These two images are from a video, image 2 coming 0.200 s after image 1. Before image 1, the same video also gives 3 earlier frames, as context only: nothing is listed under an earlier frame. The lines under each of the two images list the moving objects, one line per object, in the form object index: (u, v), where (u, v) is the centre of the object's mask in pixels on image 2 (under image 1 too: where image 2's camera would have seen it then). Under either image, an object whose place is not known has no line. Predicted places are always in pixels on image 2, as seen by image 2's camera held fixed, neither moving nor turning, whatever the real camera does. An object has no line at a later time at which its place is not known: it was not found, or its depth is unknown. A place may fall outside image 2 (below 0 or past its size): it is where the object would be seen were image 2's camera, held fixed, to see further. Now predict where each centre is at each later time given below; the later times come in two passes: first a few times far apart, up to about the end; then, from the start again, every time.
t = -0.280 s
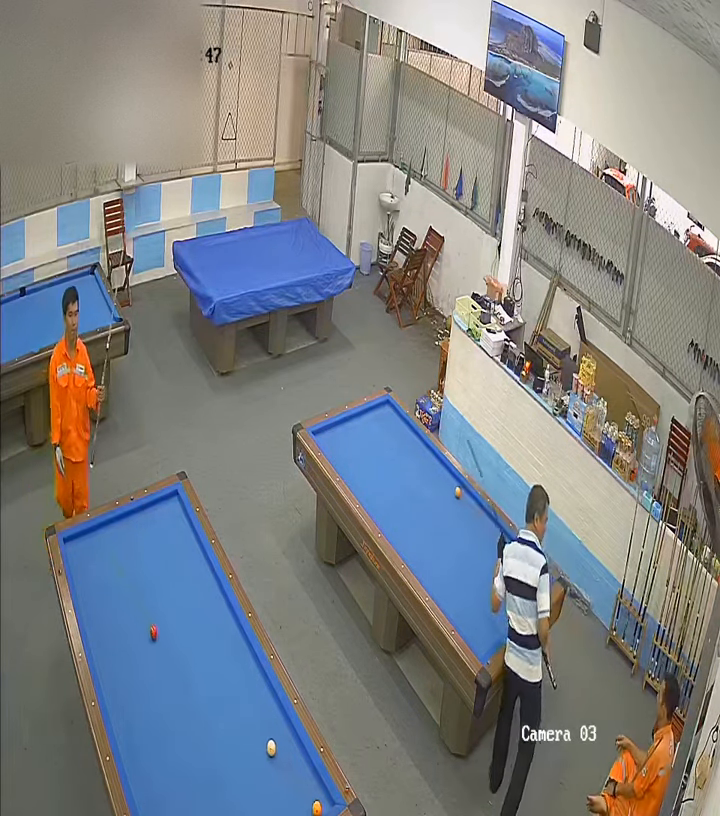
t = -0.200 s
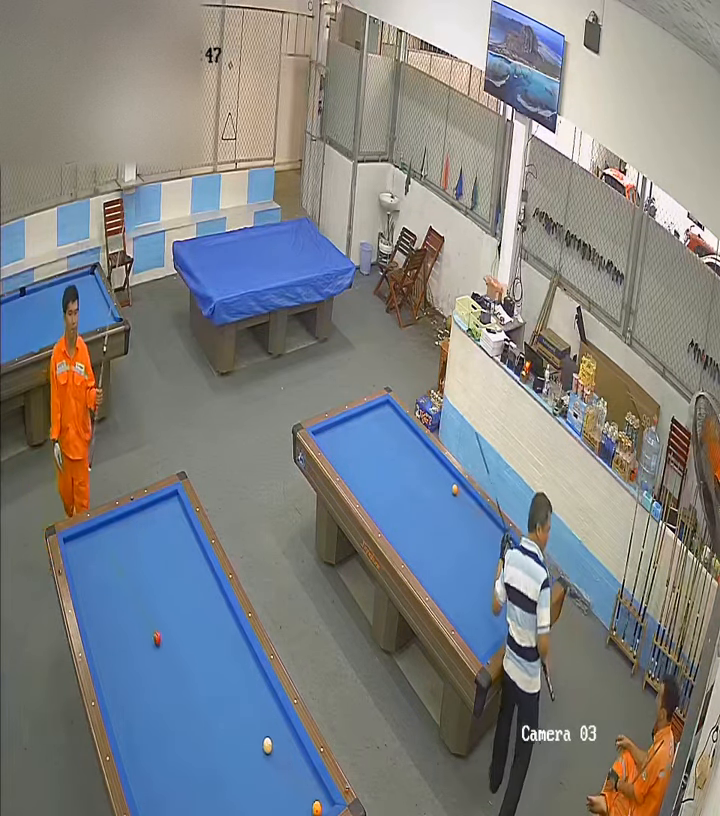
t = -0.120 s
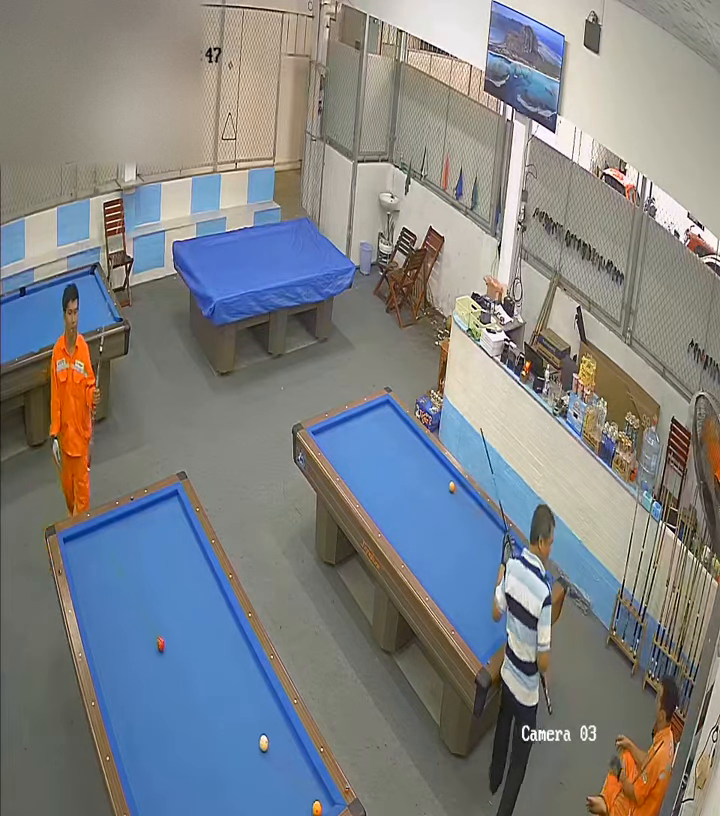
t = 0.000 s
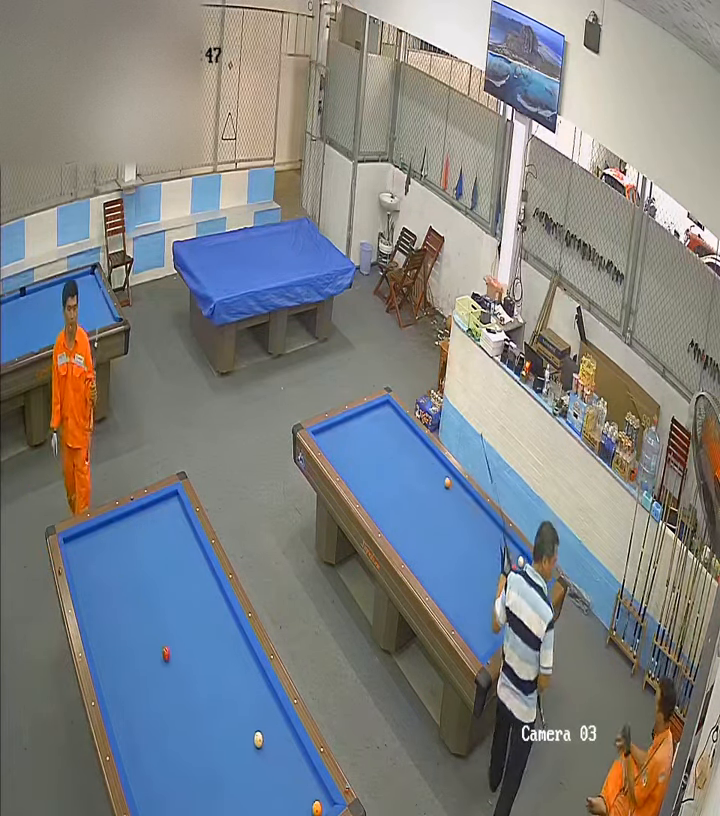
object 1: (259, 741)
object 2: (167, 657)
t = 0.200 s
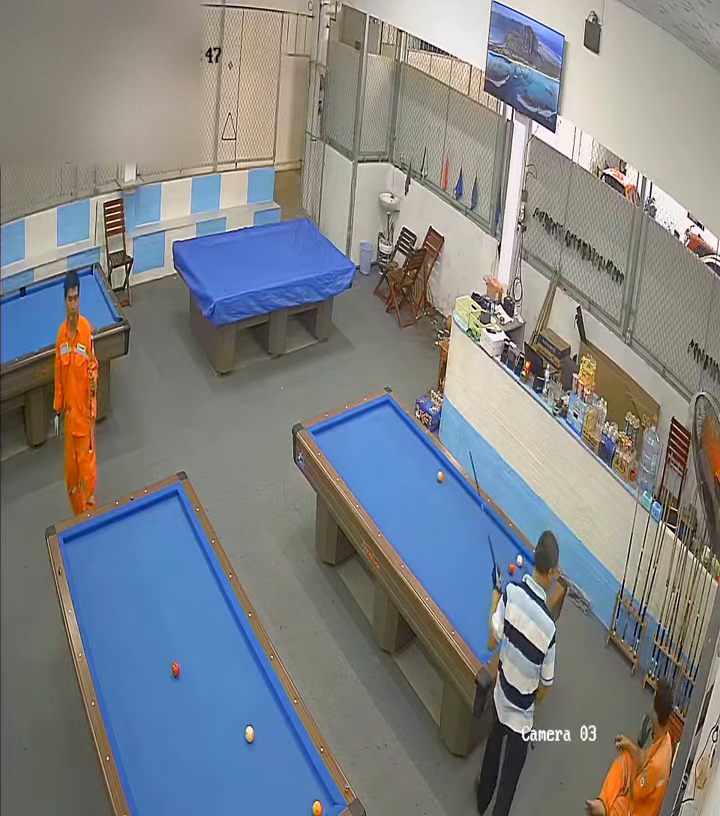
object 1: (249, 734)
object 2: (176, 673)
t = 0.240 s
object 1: (248, 733)
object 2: (178, 675)
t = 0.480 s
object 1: (238, 727)
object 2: (190, 695)
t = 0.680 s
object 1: (230, 722)
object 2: (200, 710)
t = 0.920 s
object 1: (220, 715)
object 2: (211, 728)
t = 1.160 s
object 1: (212, 709)
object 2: (224, 747)
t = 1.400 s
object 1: (203, 702)
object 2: (236, 766)
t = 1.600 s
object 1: (197, 698)
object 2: (247, 782)
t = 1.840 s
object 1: (190, 692)
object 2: (260, 800)
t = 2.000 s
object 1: (185, 688)
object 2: (269, 810)
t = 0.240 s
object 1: (248, 733)
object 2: (178, 675)
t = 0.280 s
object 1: (246, 733)
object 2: (180, 679)
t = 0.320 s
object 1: (244, 732)
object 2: (182, 681)
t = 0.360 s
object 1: (243, 731)
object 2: (184, 685)
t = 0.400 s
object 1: (241, 729)
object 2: (186, 688)
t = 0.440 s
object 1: (240, 728)
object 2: (188, 691)
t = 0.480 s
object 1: (238, 727)
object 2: (190, 695)
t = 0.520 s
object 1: (236, 726)
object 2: (191, 697)
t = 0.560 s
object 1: (235, 724)
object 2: (194, 701)
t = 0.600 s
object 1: (233, 723)
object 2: (196, 704)
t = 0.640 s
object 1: (231, 722)
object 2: (198, 707)
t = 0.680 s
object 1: (230, 722)
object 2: (200, 710)
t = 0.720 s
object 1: (228, 720)
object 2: (201, 713)
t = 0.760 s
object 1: (227, 719)
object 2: (203, 716)
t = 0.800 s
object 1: (225, 717)
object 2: (205, 719)
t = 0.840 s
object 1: (223, 716)
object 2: (207, 722)
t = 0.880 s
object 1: (222, 716)
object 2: (210, 725)
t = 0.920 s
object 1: (220, 715)
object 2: (211, 728)
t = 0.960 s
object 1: (219, 715)
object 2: (213, 732)
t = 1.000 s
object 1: (218, 713)
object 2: (216, 735)
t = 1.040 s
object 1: (216, 712)
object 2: (218, 738)
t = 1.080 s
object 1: (214, 711)
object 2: (220, 741)
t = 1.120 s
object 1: (213, 710)
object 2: (222, 744)
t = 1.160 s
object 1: (212, 709)
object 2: (224, 747)
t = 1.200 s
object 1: (210, 708)
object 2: (226, 750)
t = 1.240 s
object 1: (209, 707)
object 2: (228, 753)
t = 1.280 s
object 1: (208, 705)
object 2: (230, 756)
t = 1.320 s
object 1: (207, 704)
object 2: (232, 760)
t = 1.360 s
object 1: (205, 704)
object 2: (235, 763)
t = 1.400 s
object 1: (203, 702)
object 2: (236, 766)
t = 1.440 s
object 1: (202, 701)
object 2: (239, 769)
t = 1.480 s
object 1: (201, 700)
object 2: (241, 772)
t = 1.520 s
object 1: (199, 700)
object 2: (243, 775)
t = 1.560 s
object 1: (198, 699)
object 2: (245, 779)
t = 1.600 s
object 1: (197, 698)
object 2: (247, 782)
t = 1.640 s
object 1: (196, 697)
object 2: (249, 785)
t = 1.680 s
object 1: (195, 696)
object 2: (251, 788)
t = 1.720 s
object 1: (193, 695)
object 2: (253, 791)
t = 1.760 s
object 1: (192, 694)
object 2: (256, 794)
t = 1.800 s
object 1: (191, 693)
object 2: (258, 797)
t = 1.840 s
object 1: (190, 692)
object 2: (260, 800)
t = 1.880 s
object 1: (188, 691)
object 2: (262, 803)
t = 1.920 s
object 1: (187, 690)
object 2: (264, 806)
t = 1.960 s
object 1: (186, 689)
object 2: (267, 809)
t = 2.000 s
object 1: (185, 688)
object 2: (269, 810)
